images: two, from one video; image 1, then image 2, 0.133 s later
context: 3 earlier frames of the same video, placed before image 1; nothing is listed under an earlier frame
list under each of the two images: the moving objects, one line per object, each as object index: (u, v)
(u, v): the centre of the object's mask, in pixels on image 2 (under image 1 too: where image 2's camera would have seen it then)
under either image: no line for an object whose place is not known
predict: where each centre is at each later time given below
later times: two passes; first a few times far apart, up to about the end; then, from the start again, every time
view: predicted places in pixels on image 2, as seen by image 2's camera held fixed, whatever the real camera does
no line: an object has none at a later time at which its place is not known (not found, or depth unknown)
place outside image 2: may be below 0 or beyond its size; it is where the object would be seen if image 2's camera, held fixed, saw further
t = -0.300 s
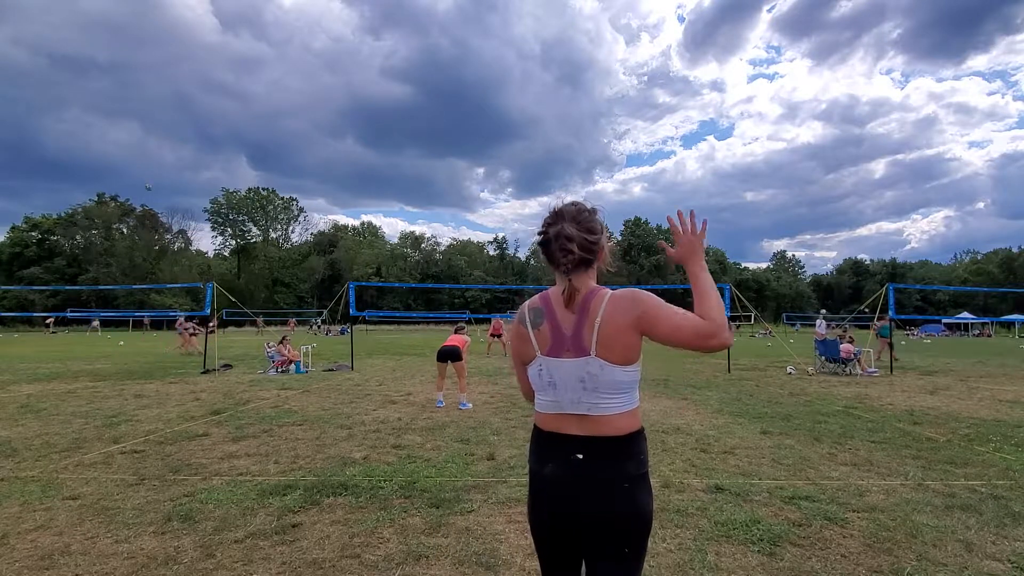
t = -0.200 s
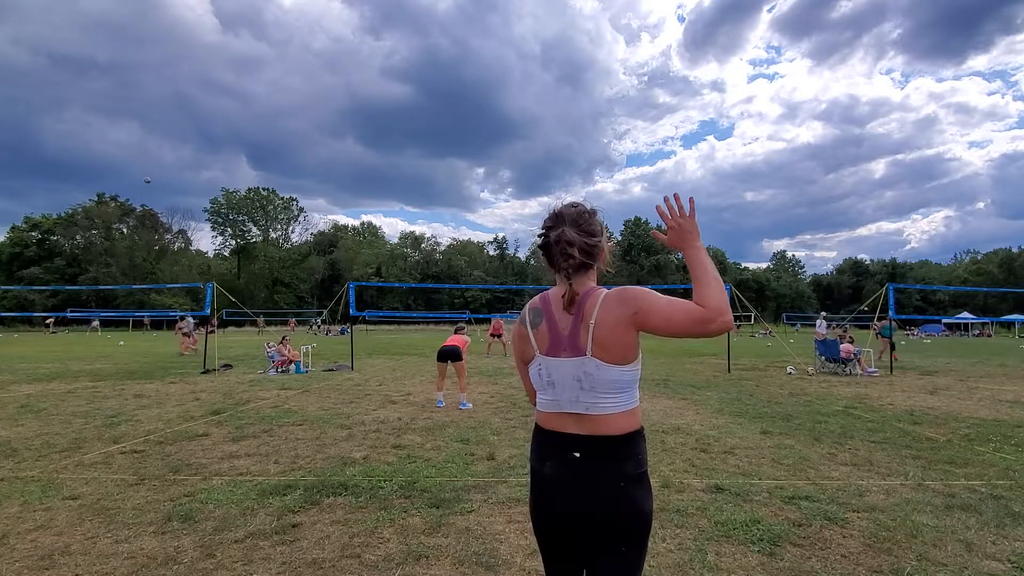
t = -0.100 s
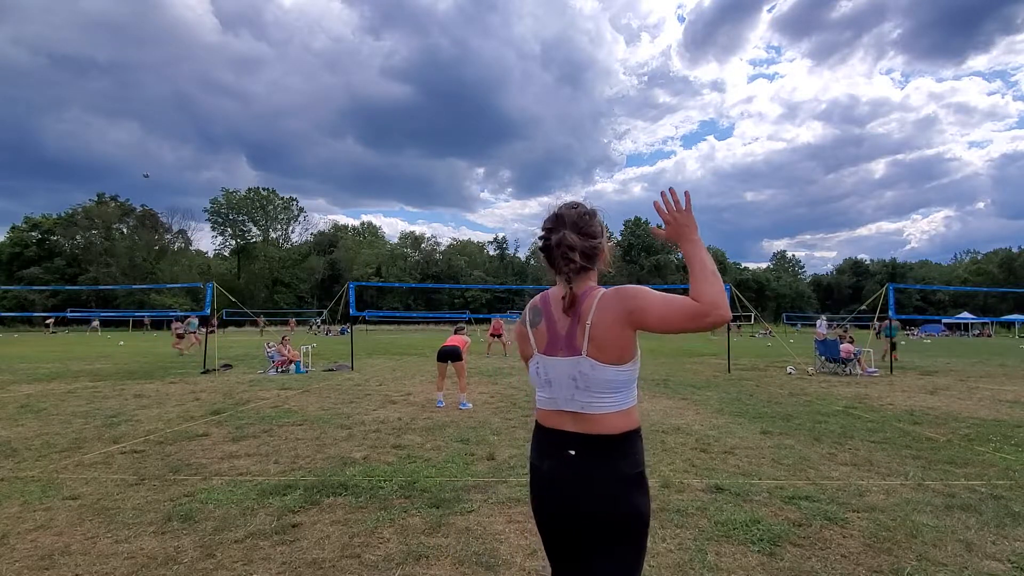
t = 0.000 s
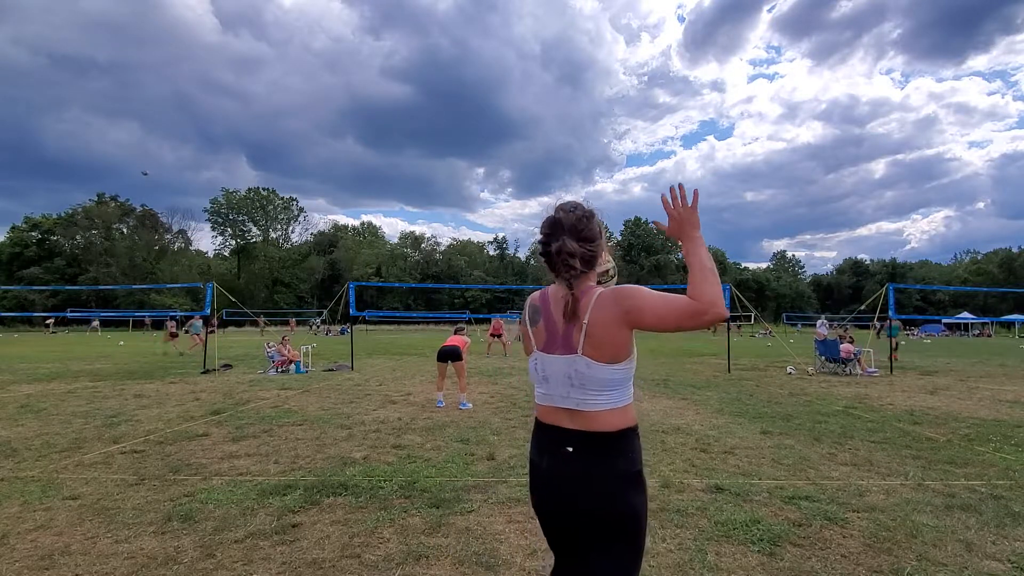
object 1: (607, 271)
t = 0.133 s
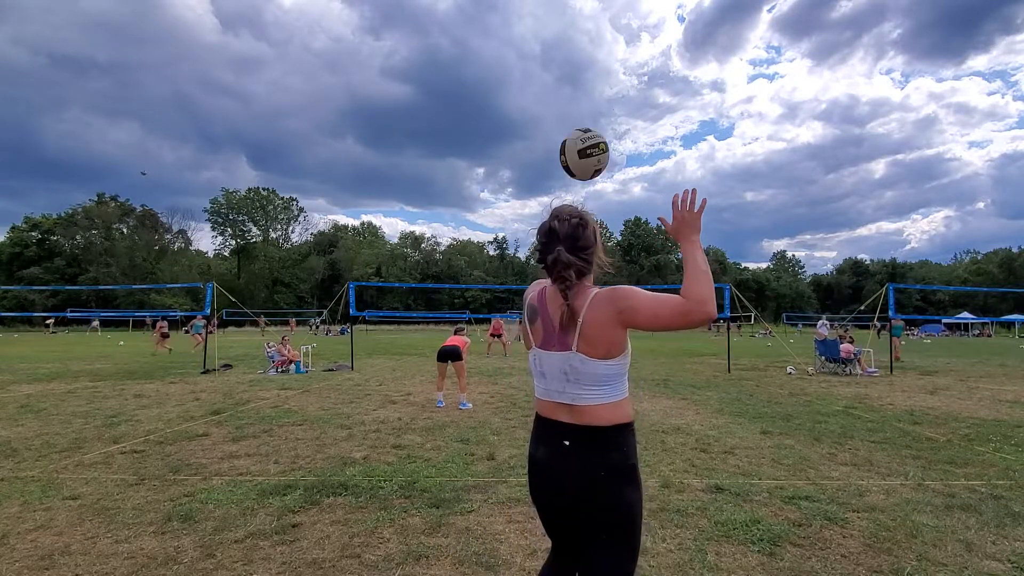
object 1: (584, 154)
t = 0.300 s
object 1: (577, 69)
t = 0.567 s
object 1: (569, 66)
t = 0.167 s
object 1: (583, 131)
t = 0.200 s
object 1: (581, 112)
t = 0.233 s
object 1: (580, 95)
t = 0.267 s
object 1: (578, 80)
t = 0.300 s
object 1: (577, 69)
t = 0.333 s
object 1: (576, 60)
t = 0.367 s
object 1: (575, 53)
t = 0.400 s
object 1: (574, 49)
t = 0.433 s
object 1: (573, 48)
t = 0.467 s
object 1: (572, 48)
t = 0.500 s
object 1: (571, 52)
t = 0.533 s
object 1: (570, 58)
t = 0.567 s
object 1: (569, 66)
